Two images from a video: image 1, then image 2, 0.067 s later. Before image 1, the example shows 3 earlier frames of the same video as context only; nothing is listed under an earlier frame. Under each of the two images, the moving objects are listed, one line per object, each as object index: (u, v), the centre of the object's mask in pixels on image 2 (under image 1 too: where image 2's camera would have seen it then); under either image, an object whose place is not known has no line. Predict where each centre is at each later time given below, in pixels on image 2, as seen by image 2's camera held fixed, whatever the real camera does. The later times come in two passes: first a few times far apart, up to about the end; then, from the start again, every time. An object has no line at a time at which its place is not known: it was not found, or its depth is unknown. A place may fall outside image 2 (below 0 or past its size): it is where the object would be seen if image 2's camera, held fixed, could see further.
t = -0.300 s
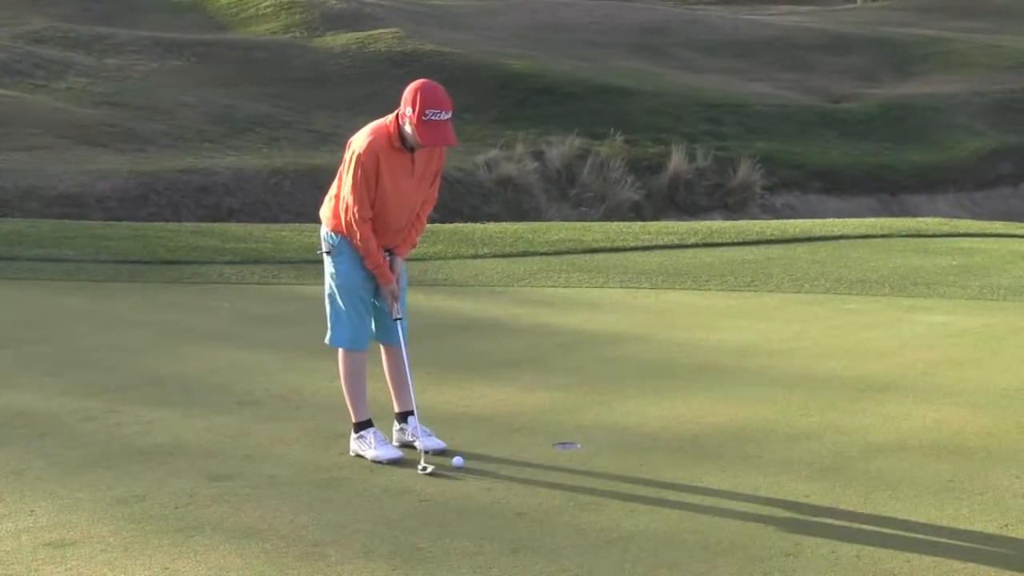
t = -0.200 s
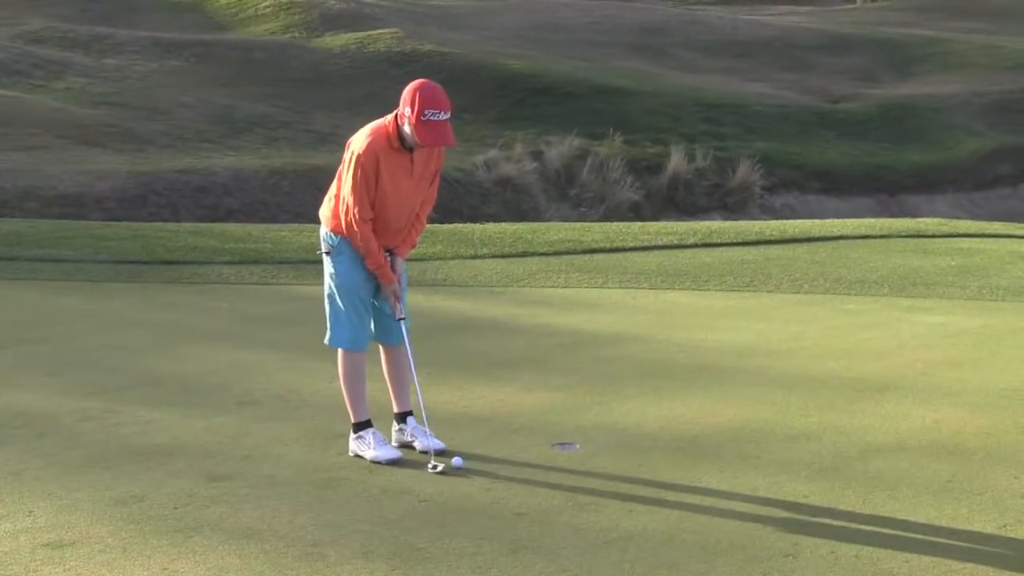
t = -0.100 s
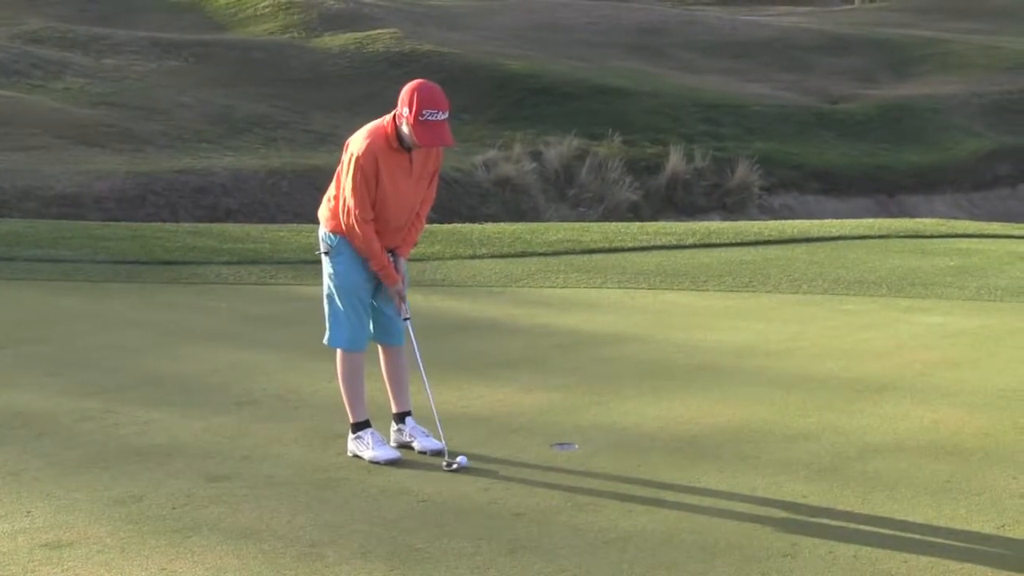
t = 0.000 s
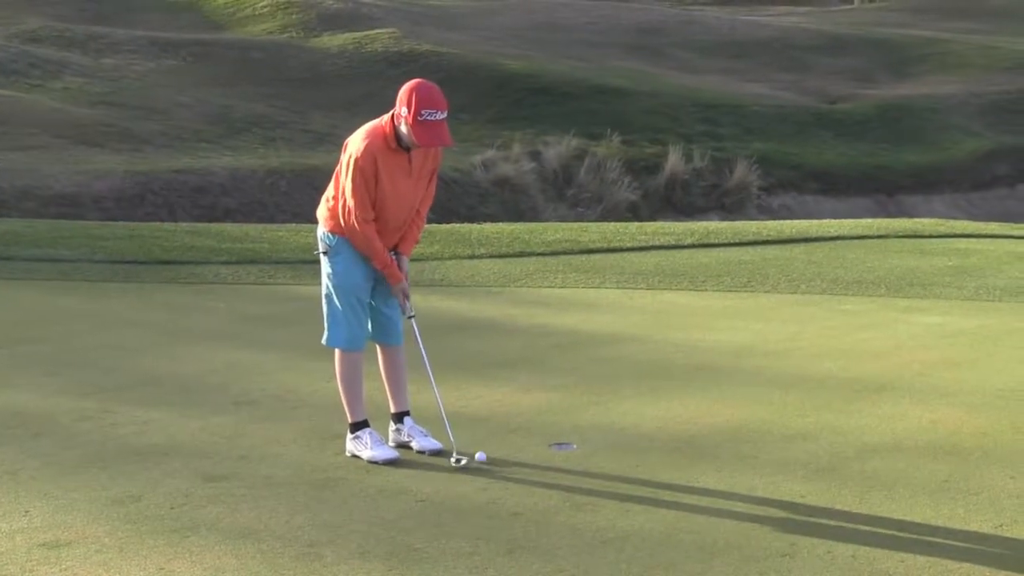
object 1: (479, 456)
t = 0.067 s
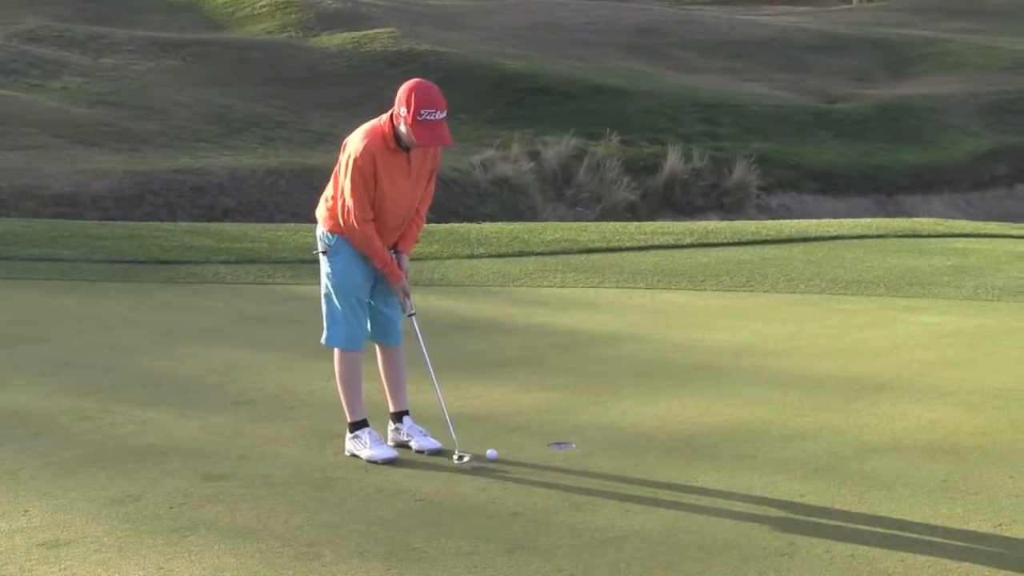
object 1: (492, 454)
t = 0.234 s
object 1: (518, 449)
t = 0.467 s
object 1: (548, 443)
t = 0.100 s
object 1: (497, 453)
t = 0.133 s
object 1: (502, 452)
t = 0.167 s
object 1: (507, 451)
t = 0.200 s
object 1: (512, 450)
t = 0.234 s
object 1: (518, 449)
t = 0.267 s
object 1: (523, 448)
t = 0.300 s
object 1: (527, 447)
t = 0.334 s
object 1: (531, 446)
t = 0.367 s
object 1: (536, 445)
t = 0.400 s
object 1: (540, 444)
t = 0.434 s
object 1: (544, 444)
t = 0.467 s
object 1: (548, 443)
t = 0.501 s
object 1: (551, 442)
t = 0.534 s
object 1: (555, 443)
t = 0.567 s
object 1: (559, 447)
